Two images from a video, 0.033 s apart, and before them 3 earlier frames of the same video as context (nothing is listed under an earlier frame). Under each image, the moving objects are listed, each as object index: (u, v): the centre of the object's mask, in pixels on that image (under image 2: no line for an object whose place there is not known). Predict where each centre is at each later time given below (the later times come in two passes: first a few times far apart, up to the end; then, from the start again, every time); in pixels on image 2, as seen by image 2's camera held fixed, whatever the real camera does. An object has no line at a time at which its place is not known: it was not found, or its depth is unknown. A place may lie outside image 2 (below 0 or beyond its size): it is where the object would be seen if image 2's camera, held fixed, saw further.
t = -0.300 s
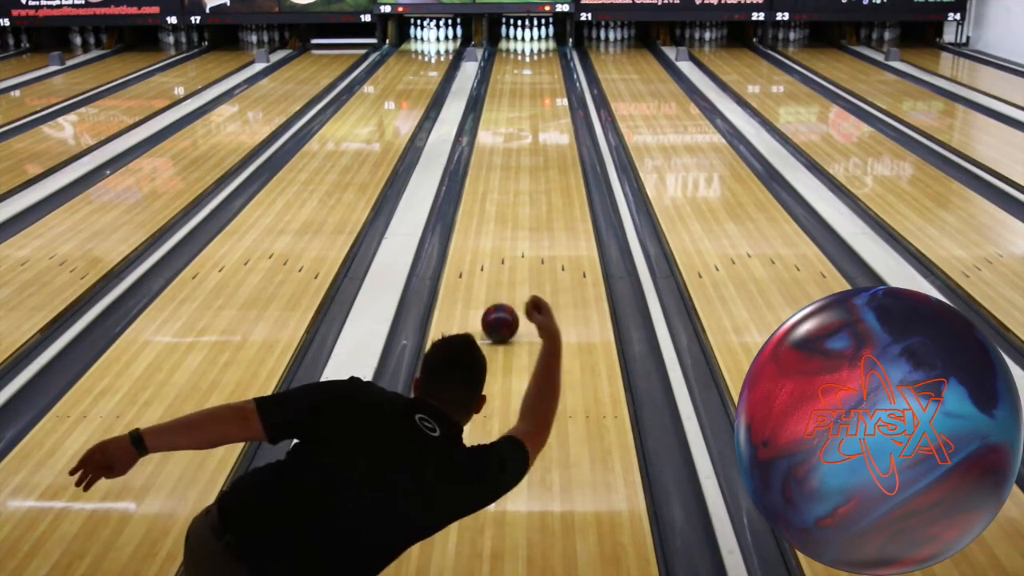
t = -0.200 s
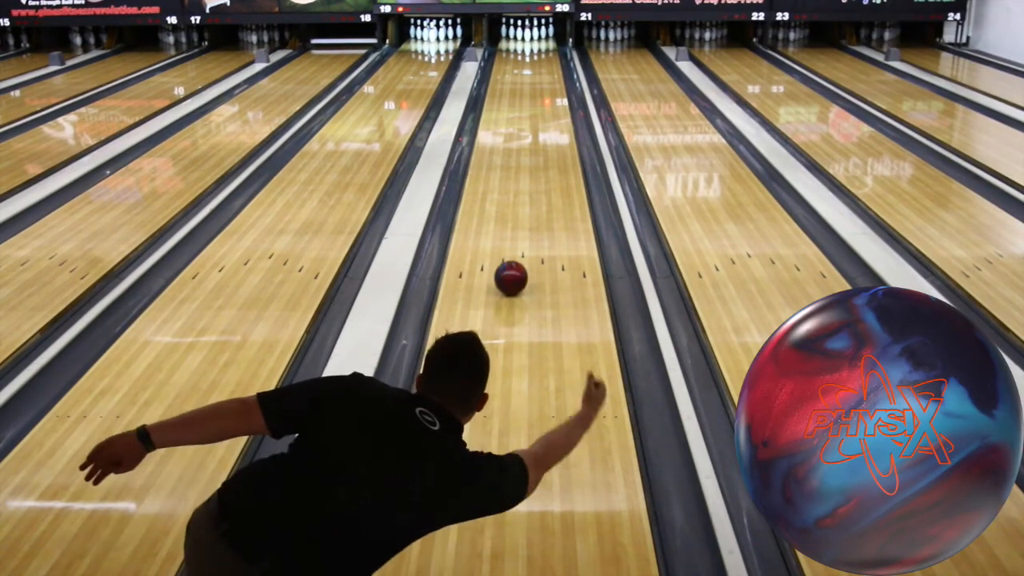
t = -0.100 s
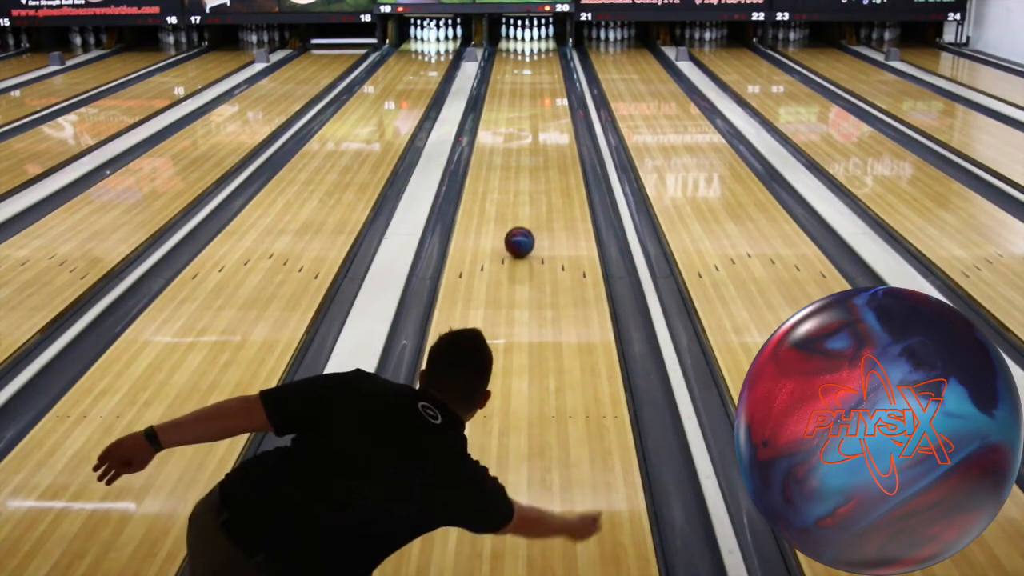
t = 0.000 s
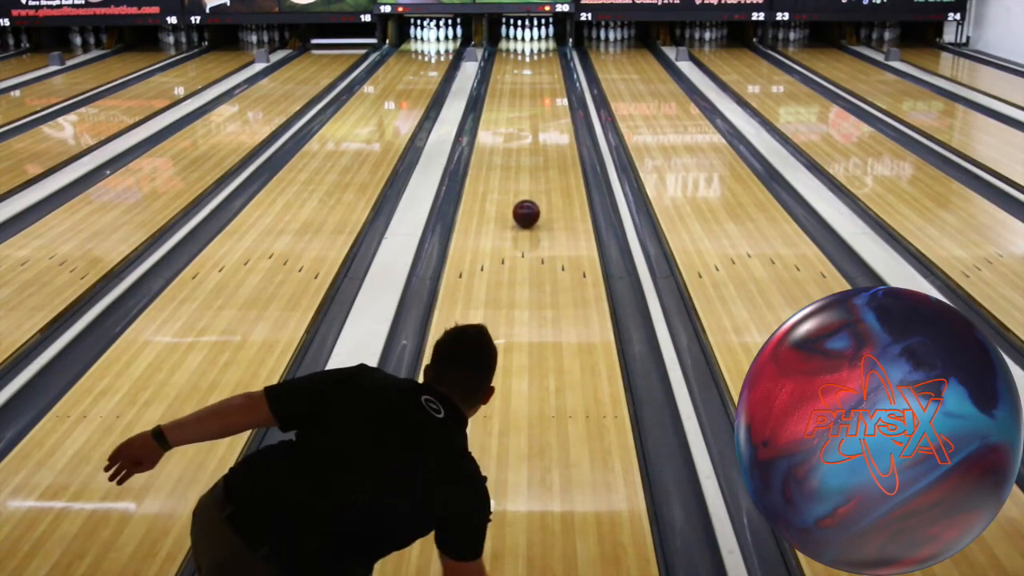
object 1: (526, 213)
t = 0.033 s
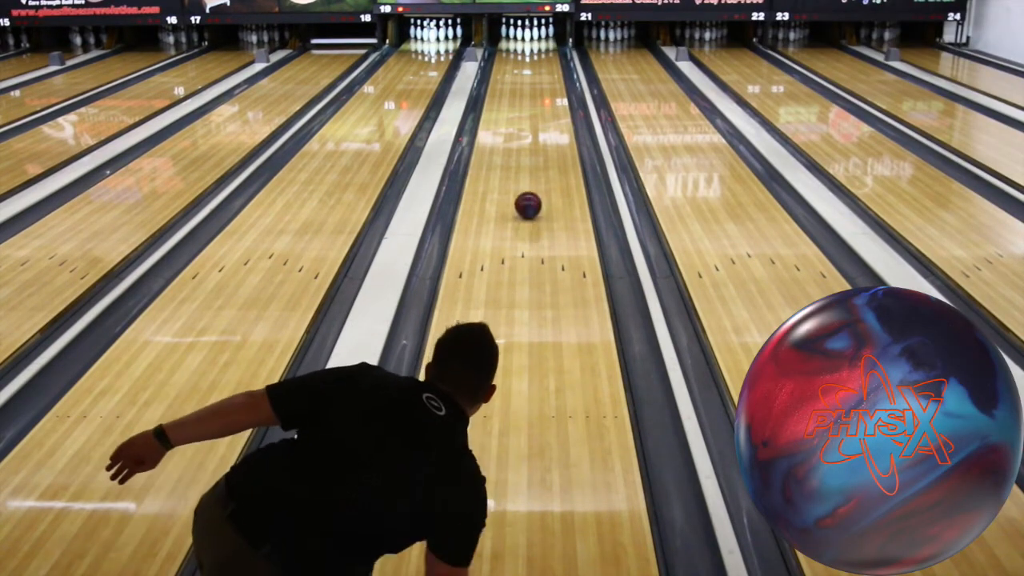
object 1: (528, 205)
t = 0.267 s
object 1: (538, 156)
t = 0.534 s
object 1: (545, 117)
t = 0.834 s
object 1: (550, 87)
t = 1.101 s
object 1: (550, 67)
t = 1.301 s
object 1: (546, 56)
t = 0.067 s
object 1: (530, 197)
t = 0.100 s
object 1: (531, 189)
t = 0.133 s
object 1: (533, 182)
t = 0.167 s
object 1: (534, 175)
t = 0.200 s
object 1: (536, 168)
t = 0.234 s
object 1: (537, 162)
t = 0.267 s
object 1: (538, 156)
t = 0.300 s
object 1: (540, 150)
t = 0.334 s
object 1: (540, 145)
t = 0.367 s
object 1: (541, 140)
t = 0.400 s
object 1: (542, 135)
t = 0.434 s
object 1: (543, 130)
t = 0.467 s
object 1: (544, 125)
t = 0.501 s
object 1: (545, 121)
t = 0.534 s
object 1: (545, 117)
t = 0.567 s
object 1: (546, 113)
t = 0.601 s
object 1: (547, 110)
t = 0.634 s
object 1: (547, 106)
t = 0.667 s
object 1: (548, 102)
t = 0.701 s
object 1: (548, 99)
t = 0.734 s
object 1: (549, 96)
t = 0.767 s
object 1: (549, 93)
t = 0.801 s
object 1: (550, 90)
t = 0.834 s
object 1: (550, 87)
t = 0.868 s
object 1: (550, 84)
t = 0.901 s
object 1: (550, 81)
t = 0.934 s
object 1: (551, 78)
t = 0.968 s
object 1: (551, 76)
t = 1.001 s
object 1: (551, 74)
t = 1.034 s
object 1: (551, 71)
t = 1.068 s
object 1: (550, 69)
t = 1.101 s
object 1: (550, 67)
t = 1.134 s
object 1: (549, 65)
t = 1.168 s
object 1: (549, 63)
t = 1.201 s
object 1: (548, 61)
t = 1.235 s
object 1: (547, 59)
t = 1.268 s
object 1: (547, 57)
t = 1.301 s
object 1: (546, 56)
